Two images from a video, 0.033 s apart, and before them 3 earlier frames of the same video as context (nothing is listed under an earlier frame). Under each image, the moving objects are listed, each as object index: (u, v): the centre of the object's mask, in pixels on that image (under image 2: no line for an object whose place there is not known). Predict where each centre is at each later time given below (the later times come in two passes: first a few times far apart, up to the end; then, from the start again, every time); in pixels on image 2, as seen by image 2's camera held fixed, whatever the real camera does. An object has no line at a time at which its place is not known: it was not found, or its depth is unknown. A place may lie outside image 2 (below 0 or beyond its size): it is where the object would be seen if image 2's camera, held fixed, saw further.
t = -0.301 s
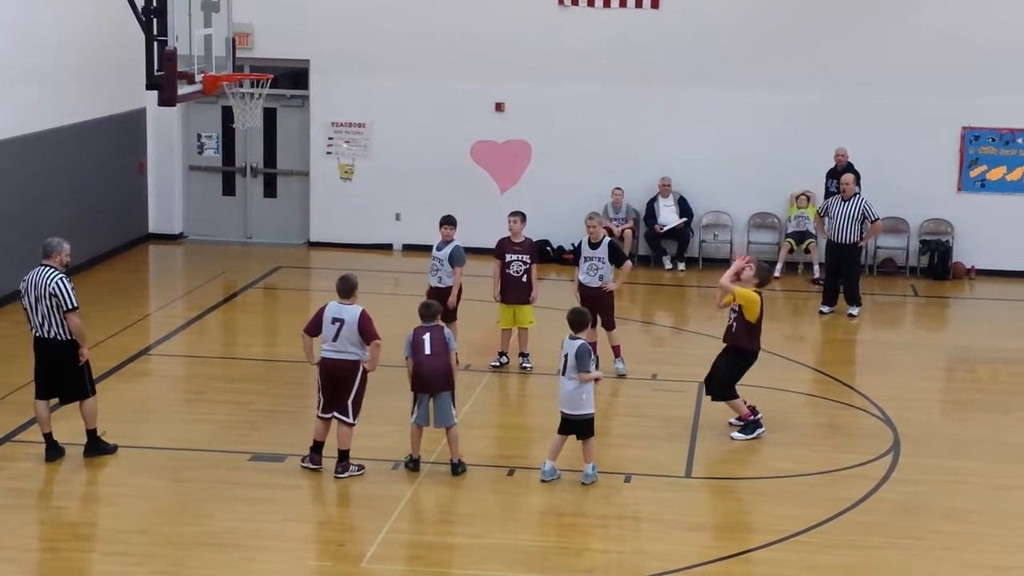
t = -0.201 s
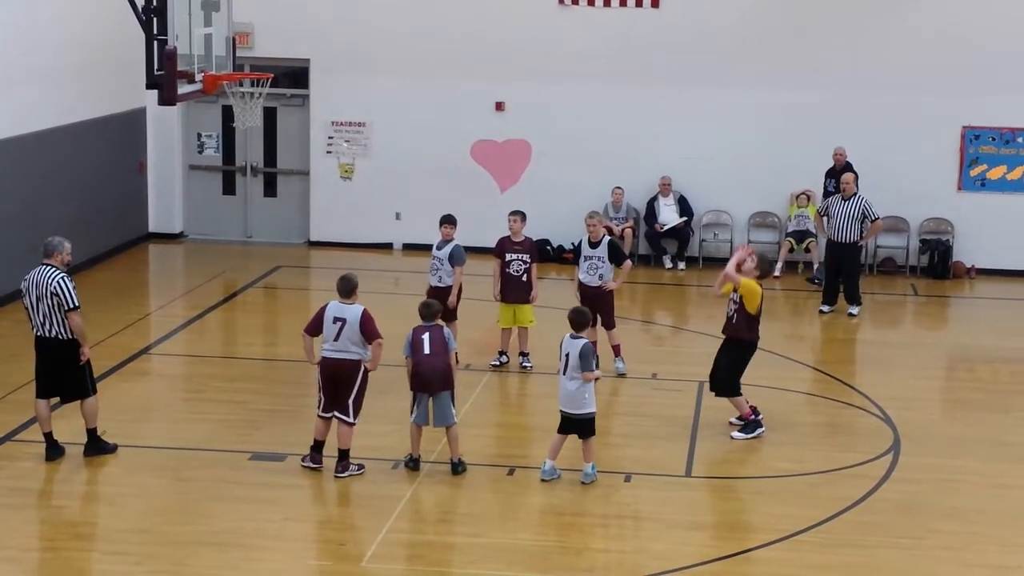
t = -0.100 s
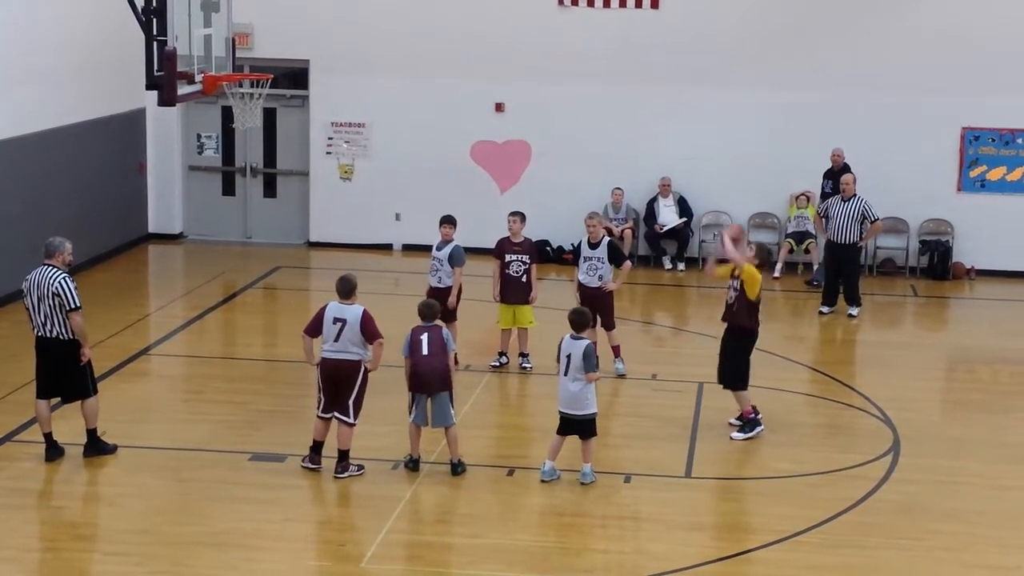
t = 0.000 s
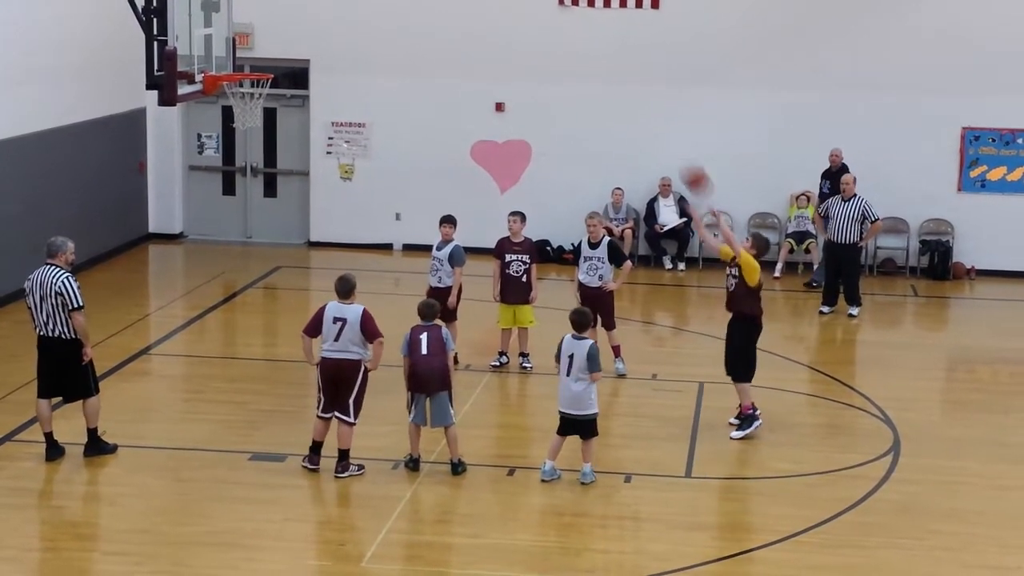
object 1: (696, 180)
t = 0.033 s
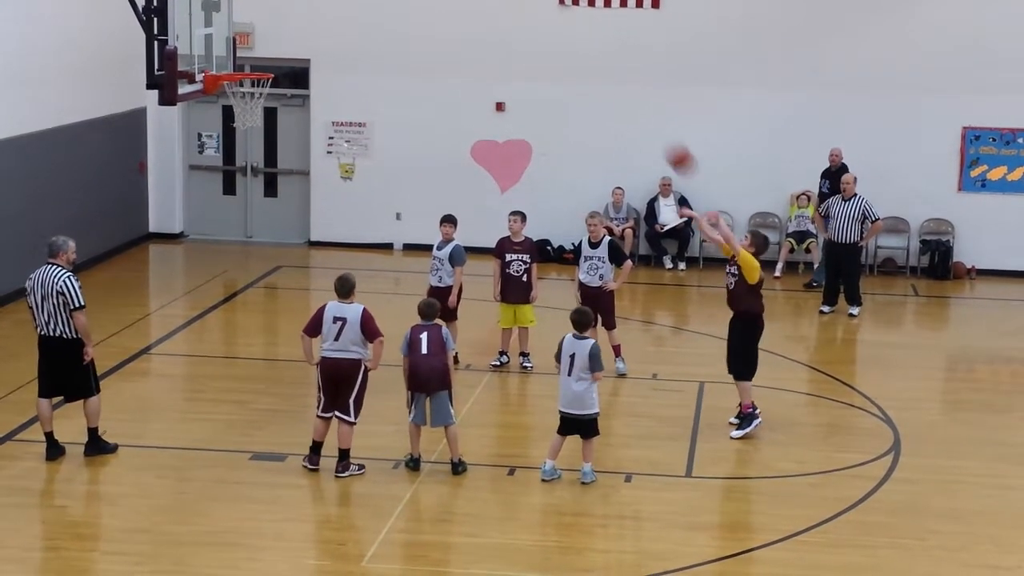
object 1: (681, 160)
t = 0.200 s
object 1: (599, 76)
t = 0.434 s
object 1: (486, 10)
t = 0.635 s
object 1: (389, -1)
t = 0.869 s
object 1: (280, 41)
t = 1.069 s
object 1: (223, 32)
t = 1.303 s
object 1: (261, 21)
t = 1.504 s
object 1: (297, 58)
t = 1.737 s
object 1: (339, 159)
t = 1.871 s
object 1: (362, 244)
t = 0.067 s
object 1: (664, 141)
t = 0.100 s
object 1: (648, 122)
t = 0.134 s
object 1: (632, 106)
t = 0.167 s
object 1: (616, 90)
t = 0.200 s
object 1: (599, 76)
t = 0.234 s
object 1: (583, 63)
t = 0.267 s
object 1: (567, 51)
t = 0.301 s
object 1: (551, 41)
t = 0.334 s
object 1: (535, 32)
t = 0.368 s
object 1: (518, 23)
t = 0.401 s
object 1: (502, 16)
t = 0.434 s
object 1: (486, 10)
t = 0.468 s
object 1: (470, 5)
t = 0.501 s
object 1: (453, 1)
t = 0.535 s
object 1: (436, -1)
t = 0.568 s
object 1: (420, -2)
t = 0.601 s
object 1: (404, -2)
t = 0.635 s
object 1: (389, -1)
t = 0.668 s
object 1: (373, 1)
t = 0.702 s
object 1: (357, 4)
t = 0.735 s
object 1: (342, 10)
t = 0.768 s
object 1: (326, 16)
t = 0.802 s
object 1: (310, 23)
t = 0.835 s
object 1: (295, 31)
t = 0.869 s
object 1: (280, 41)
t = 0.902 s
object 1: (265, 51)
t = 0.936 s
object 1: (248, 61)
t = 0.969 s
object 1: (242, 53)
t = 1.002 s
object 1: (232, 44)
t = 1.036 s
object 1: (224, 39)
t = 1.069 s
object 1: (223, 32)
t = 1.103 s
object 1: (228, 27)
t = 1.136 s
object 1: (233, 23)
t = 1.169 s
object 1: (238, 20)
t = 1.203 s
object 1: (244, 19)
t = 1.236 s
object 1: (250, 18)
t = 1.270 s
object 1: (255, 19)
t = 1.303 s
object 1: (261, 21)
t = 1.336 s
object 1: (267, 24)
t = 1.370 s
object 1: (273, 29)
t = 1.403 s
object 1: (279, 35)
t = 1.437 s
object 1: (285, 41)
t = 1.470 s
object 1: (291, 50)
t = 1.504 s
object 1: (297, 58)
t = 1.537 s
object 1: (303, 70)
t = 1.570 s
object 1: (308, 81)
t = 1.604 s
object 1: (315, 94)
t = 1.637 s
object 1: (321, 109)
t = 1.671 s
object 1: (327, 124)
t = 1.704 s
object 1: (332, 142)
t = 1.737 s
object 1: (339, 159)
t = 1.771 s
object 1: (344, 180)
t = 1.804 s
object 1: (351, 200)
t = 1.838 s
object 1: (356, 222)
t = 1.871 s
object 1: (362, 244)
